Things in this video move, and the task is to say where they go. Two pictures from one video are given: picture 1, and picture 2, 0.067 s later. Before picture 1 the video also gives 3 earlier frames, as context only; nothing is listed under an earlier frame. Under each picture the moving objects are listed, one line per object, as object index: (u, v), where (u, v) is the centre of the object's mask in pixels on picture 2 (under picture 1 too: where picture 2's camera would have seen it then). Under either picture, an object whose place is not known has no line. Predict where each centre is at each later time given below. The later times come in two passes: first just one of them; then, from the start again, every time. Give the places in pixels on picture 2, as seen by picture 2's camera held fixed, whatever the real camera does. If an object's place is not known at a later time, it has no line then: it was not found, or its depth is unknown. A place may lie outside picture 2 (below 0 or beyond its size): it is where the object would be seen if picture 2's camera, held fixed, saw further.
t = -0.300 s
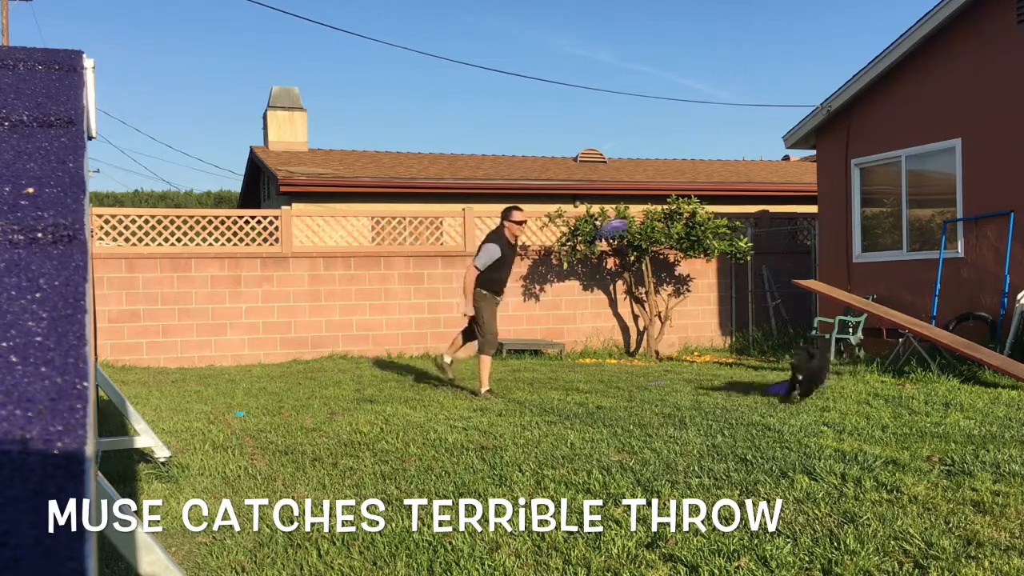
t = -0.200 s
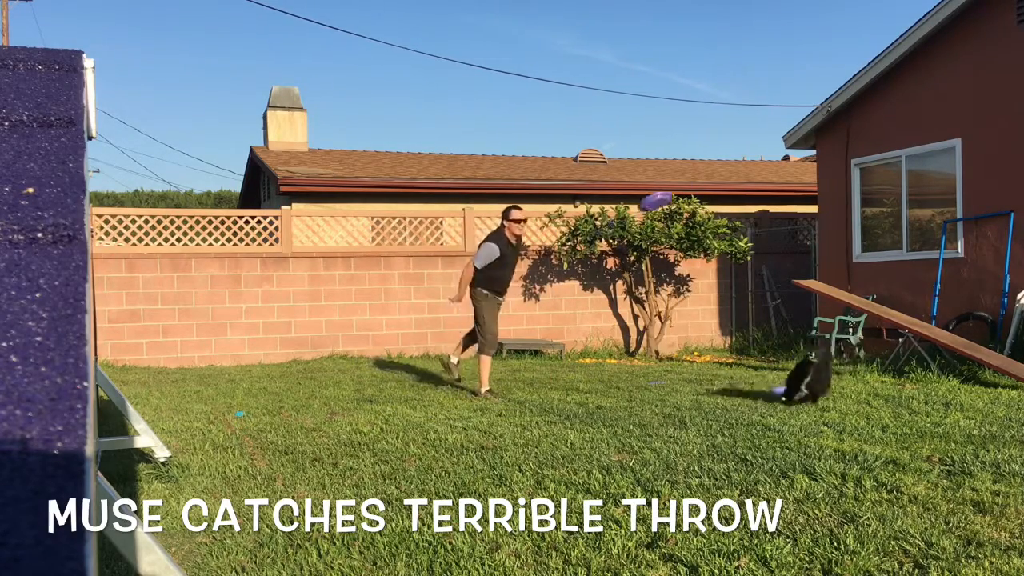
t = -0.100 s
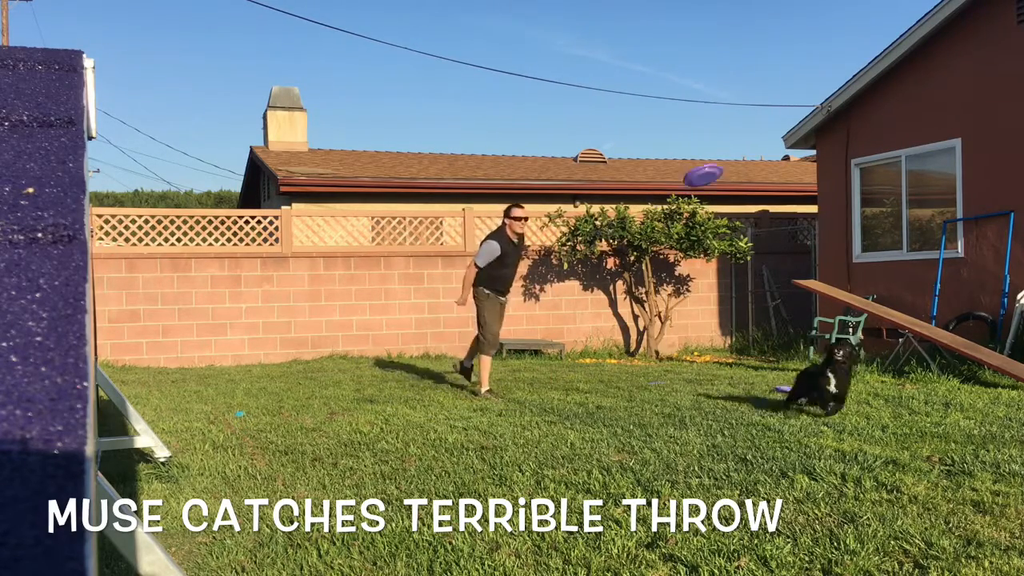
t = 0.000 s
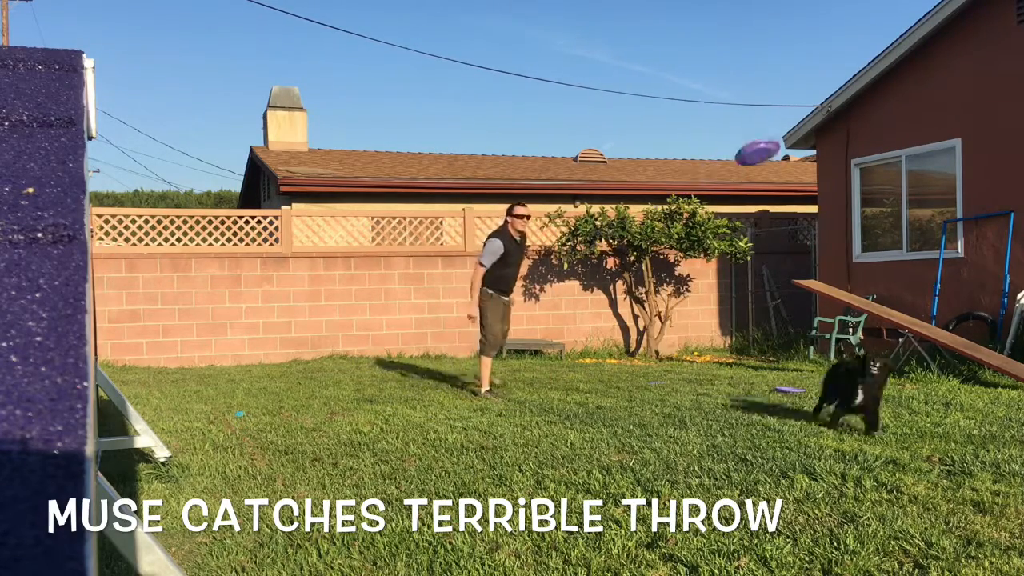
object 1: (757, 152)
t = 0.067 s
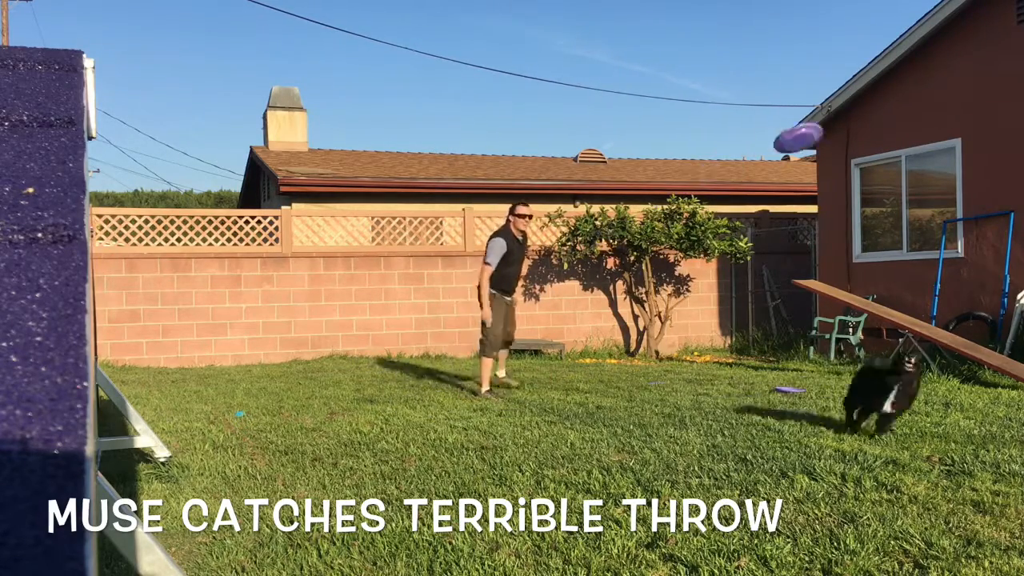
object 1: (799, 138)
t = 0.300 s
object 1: (978, 113)
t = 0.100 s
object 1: (820, 132)
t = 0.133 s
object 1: (843, 126)
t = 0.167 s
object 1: (868, 121)
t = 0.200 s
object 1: (892, 118)
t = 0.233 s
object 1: (920, 114)
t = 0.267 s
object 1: (947, 114)
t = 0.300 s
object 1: (978, 113)
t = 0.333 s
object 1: (1001, 116)
